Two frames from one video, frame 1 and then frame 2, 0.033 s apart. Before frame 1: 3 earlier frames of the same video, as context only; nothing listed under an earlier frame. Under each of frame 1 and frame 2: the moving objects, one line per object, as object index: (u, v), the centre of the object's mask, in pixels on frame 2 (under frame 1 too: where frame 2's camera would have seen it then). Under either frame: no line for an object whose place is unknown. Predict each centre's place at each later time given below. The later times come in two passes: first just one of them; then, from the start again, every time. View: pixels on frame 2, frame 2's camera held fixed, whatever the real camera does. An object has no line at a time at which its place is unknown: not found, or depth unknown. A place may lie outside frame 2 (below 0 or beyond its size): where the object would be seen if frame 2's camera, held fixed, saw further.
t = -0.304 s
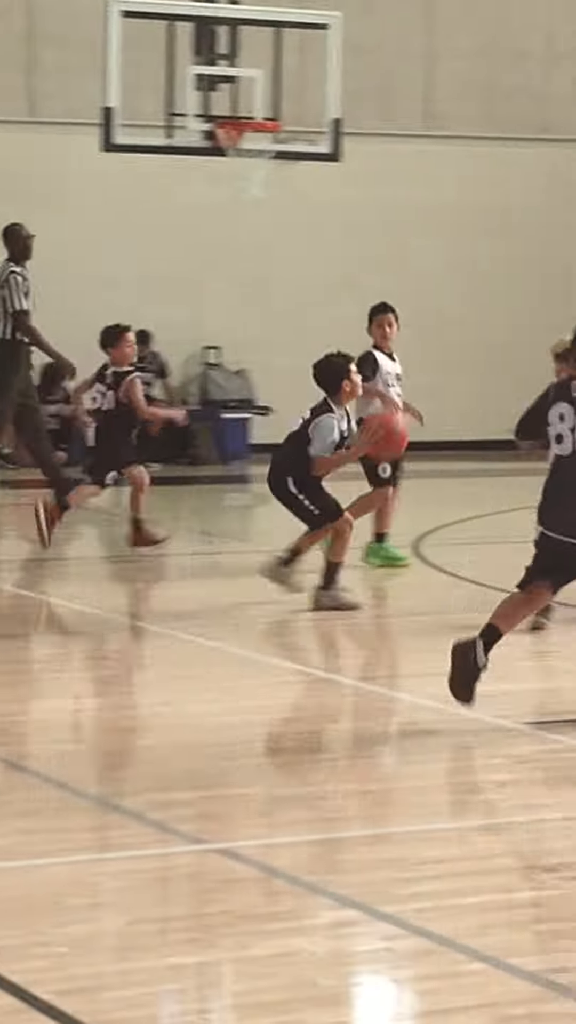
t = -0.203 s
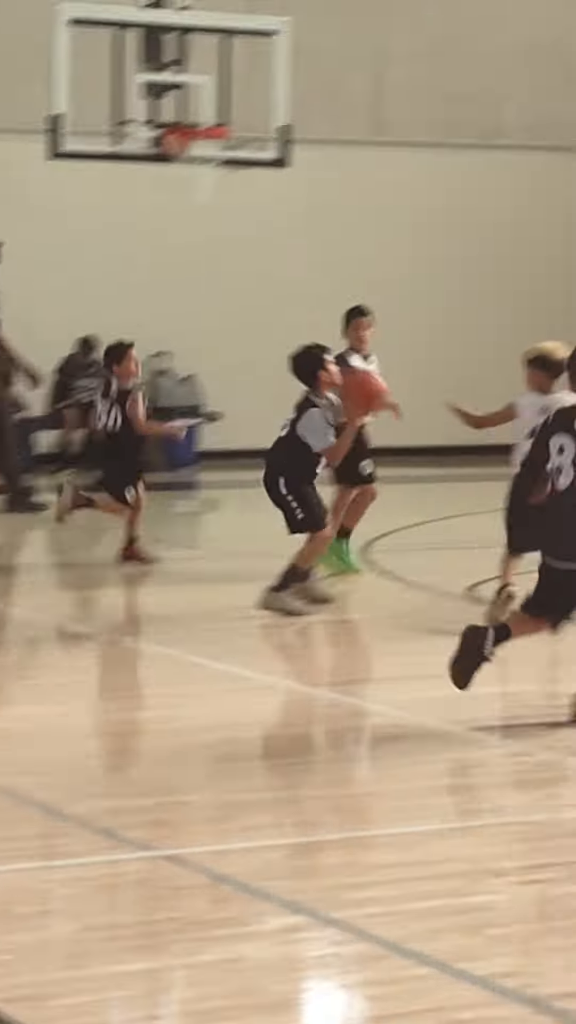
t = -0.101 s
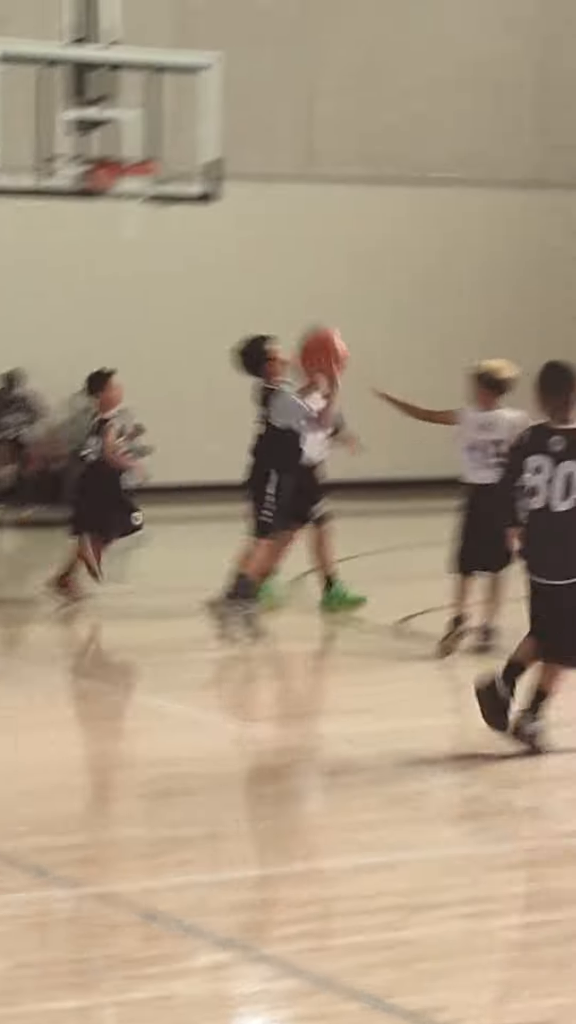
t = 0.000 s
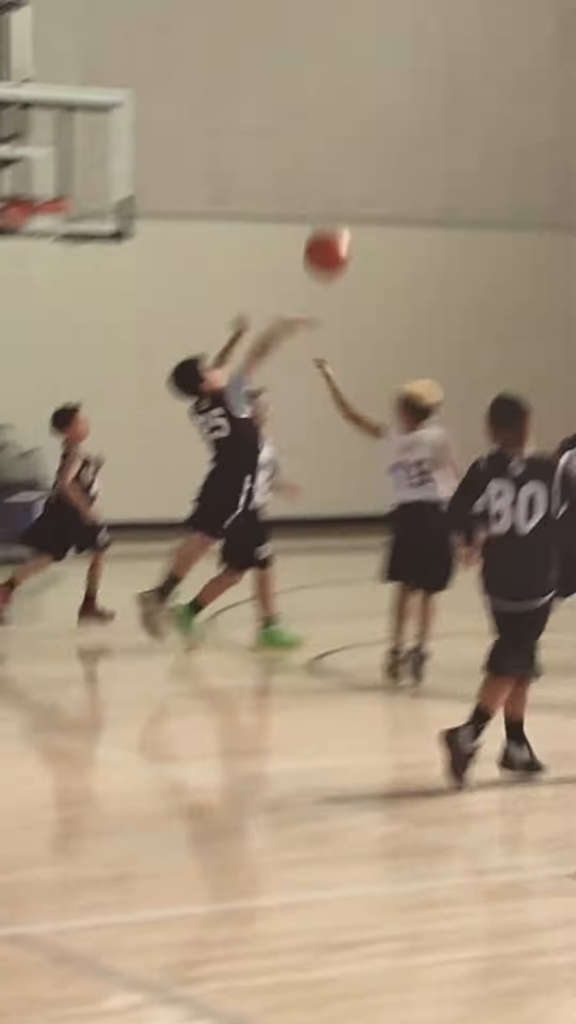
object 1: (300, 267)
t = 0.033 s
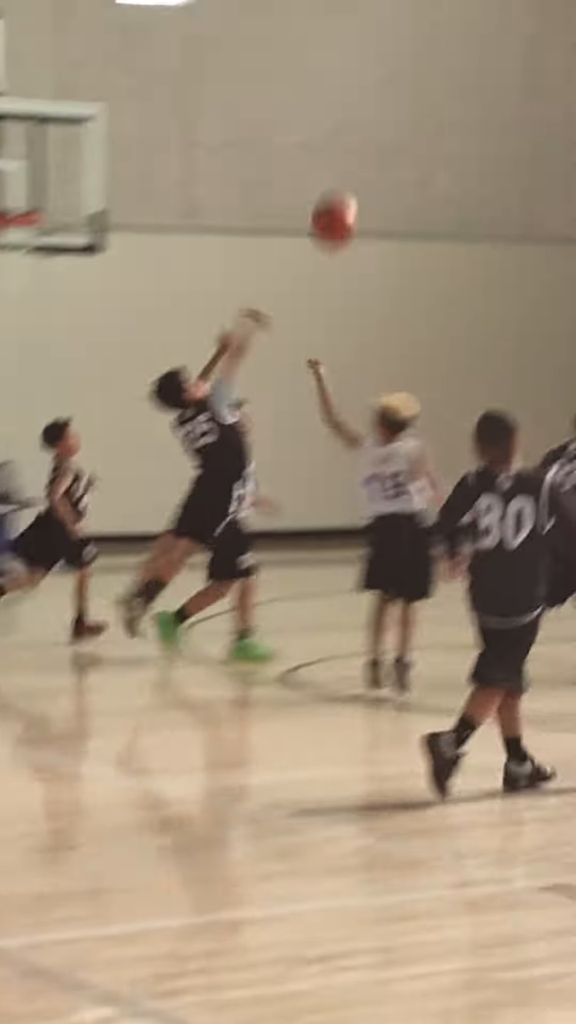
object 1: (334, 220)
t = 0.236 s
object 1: (521, 8)
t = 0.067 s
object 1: (372, 175)
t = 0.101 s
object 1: (404, 136)
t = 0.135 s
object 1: (439, 100)
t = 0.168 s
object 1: (470, 66)
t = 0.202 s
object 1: (495, 36)
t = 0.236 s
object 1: (521, 8)
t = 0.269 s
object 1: (549, -17)
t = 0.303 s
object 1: (575, -41)
